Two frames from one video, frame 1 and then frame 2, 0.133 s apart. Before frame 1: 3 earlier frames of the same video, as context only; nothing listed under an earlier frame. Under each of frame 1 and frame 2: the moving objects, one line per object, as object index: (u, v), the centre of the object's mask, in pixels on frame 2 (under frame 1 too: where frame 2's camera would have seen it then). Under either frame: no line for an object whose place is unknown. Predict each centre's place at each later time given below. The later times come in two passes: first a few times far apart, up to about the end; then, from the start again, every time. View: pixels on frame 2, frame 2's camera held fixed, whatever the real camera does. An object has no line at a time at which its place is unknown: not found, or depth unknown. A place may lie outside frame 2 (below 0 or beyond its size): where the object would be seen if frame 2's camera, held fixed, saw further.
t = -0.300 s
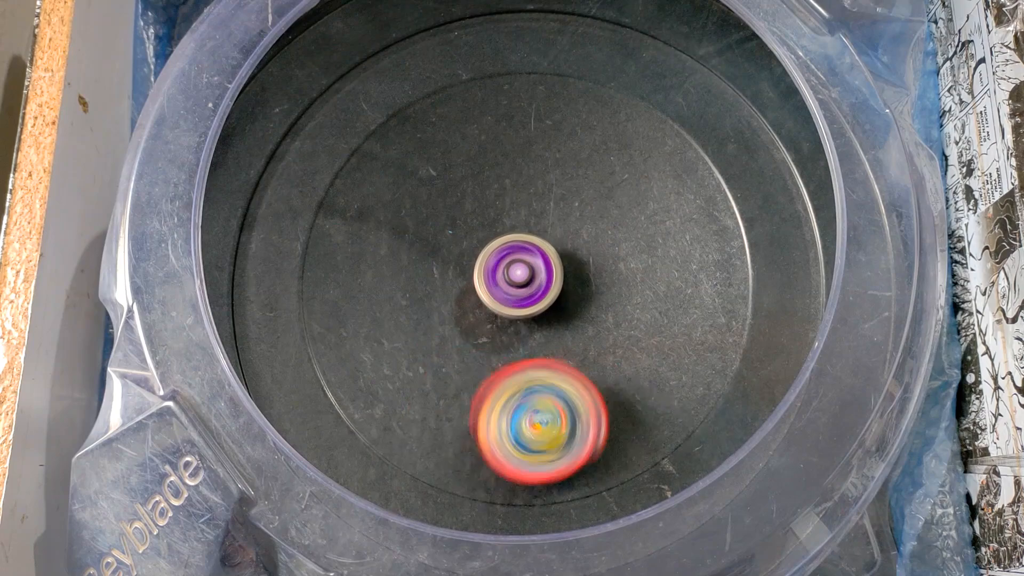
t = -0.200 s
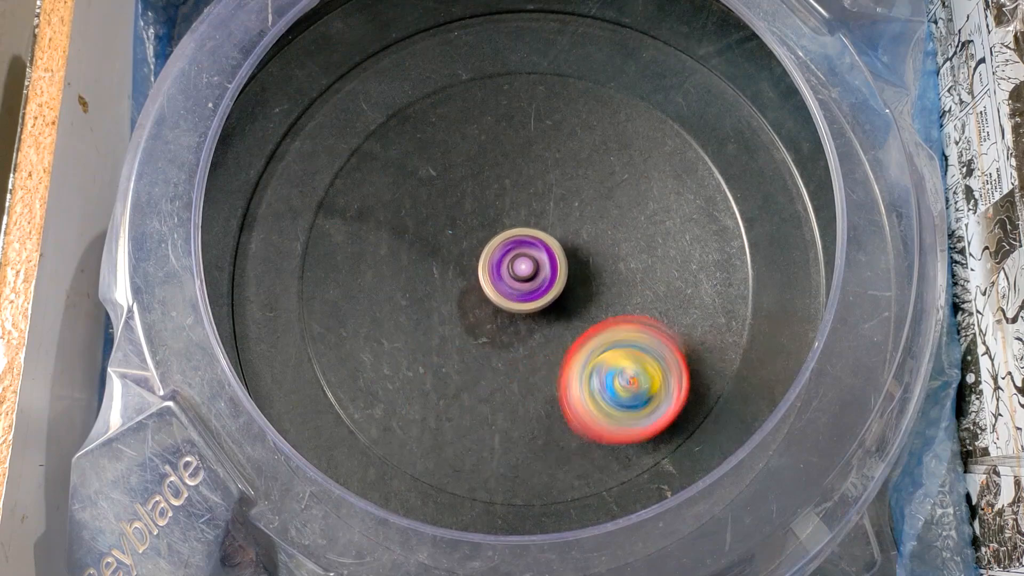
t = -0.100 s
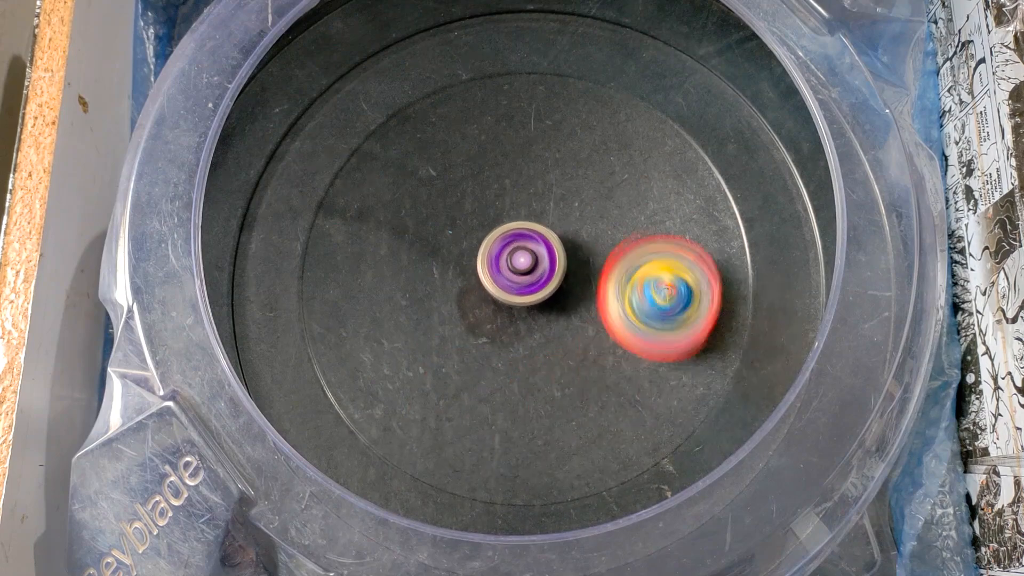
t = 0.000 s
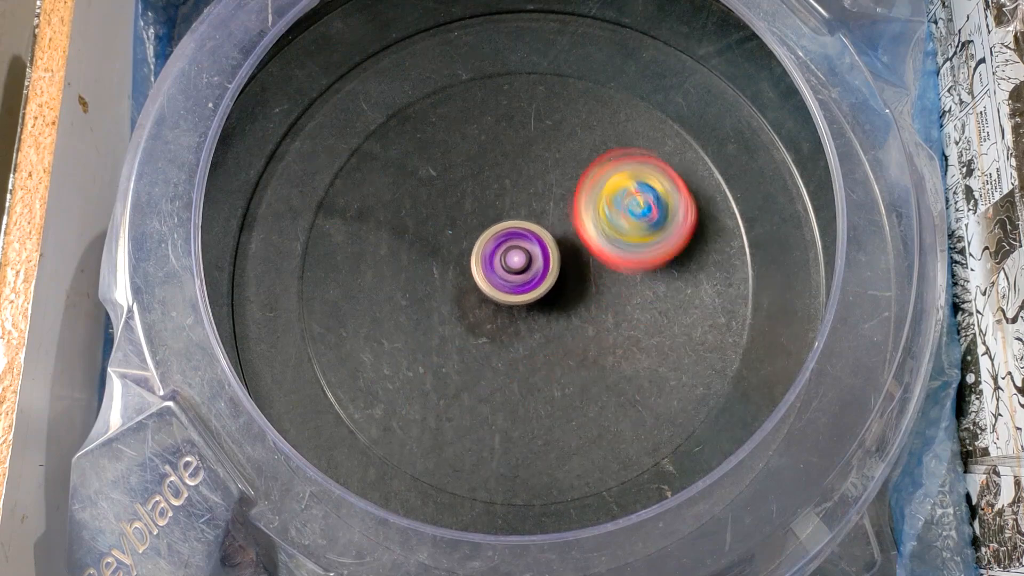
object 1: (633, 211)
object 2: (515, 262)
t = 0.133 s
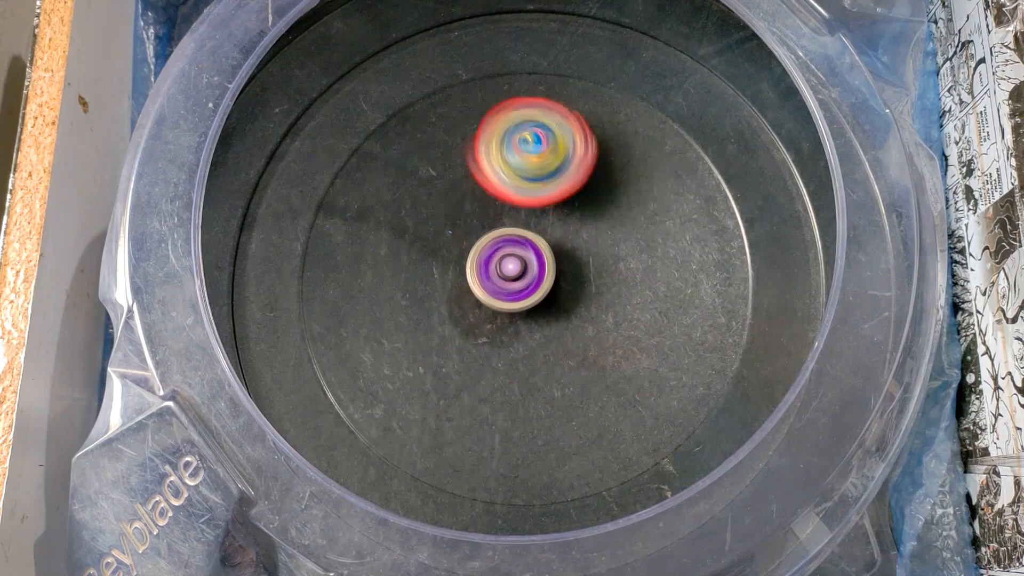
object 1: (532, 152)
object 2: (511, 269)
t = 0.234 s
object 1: (446, 164)
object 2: (515, 275)
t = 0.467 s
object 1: (378, 329)
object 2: (529, 275)
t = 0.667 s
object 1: (527, 403)
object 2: (529, 269)
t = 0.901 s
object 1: (637, 245)
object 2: (517, 272)
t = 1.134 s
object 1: (493, 139)
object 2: (519, 287)
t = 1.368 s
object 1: (387, 272)
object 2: (527, 286)
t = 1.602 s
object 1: (530, 387)
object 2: (520, 278)
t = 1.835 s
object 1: (651, 254)
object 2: (509, 286)
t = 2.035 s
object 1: (543, 153)
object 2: (516, 290)
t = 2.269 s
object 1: (406, 257)
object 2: (519, 279)
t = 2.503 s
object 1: (501, 397)
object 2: (508, 272)
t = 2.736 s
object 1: (639, 296)
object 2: (505, 280)
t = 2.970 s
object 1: (525, 171)
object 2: (518, 280)
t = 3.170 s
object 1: (401, 242)
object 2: (521, 265)
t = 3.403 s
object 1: (472, 380)
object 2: (508, 271)
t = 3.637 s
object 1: (618, 293)
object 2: (520, 280)
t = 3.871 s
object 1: (553, 151)
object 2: (527, 272)
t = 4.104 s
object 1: (424, 229)
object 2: (521, 264)
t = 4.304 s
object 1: (439, 361)
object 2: (535, 279)
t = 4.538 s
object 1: (593, 358)
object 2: (526, 274)
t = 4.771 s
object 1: (591, 206)
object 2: (505, 283)
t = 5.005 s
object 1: (446, 196)
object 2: (515, 297)
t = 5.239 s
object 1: (433, 336)
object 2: (538, 278)
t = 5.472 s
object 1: (541, 398)
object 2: (561, 239)
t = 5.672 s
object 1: (596, 293)
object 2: (522, 222)
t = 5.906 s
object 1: (574, 229)
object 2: (431, 209)
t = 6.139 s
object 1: (524, 279)
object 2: (413, 259)
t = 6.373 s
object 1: (573, 315)
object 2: (447, 309)
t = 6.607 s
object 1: (632, 260)
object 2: (348, 298)
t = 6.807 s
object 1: (611, 224)
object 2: (355, 327)
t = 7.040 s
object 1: (527, 246)
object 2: (411, 349)
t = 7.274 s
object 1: (504, 210)
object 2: (435, 410)
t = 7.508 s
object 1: (492, 205)
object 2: (512, 420)
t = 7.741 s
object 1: (505, 247)
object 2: (585, 372)
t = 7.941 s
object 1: (501, 289)
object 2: (613, 301)
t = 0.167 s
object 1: (502, 151)
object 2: (512, 272)
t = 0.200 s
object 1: (473, 155)
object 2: (513, 274)
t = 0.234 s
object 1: (446, 164)
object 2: (515, 275)
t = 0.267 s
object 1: (421, 178)
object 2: (517, 277)
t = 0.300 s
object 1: (400, 198)
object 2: (519, 278)
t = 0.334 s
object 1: (384, 221)
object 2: (521, 278)
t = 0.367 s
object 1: (373, 246)
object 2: (523, 278)
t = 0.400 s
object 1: (368, 274)
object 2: (525, 277)
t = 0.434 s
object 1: (370, 302)
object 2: (527, 276)
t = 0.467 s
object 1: (378, 329)
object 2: (529, 275)
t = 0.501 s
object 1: (392, 354)
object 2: (530, 274)
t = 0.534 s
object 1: (412, 375)
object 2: (530, 273)
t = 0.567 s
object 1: (437, 391)
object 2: (531, 271)
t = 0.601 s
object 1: (466, 400)
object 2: (531, 270)
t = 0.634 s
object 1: (496, 405)
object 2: (530, 269)
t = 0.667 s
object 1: (527, 403)
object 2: (529, 269)
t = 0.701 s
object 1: (557, 392)
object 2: (528, 268)
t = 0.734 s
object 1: (584, 377)
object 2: (526, 268)
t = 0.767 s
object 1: (608, 357)
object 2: (524, 268)
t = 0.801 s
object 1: (625, 332)
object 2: (522, 268)
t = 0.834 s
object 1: (635, 303)
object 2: (519, 269)
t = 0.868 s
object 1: (639, 274)
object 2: (518, 270)
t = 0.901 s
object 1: (637, 245)
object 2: (517, 272)
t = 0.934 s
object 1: (629, 217)
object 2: (517, 275)
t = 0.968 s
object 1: (615, 192)
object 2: (517, 277)
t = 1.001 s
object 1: (596, 171)
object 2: (517, 280)
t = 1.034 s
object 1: (573, 155)
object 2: (517, 282)
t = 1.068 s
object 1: (547, 144)
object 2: (517, 283)
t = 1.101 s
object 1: (520, 138)
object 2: (518, 285)
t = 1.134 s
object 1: (493, 139)
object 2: (519, 287)
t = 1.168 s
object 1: (466, 145)
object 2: (520, 288)
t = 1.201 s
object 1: (440, 156)
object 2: (522, 288)
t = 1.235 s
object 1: (419, 173)
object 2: (523, 289)
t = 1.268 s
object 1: (403, 194)
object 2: (525, 289)
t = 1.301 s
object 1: (392, 219)
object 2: (526, 288)
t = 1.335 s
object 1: (387, 245)
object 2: (527, 287)
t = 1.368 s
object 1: (387, 272)
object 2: (527, 286)
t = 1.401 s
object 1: (393, 299)
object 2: (528, 285)
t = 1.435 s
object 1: (405, 324)
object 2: (527, 283)
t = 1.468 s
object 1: (422, 347)
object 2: (527, 282)
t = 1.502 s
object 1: (444, 365)
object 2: (525, 280)
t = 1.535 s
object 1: (471, 379)
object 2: (524, 279)
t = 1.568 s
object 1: (500, 386)
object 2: (522, 278)
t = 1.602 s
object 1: (530, 387)
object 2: (520, 278)
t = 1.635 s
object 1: (558, 382)
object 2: (518, 278)
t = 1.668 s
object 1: (587, 371)
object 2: (516, 278)
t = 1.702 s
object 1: (611, 354)
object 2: (514, 279)
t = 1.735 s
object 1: (630, 334)
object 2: (512, 281)
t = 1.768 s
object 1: (644, 308)
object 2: (510, 282)
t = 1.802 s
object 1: (651, 281)
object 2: (509, 284)
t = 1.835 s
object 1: (651, 254)
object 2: (509, 286)
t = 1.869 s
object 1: (645, 227)
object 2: (509, 287)
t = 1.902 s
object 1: (633, 203)
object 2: (510, 289)
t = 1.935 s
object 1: (616, 183)
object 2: (511, 290)
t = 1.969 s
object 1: (594, 167)
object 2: (513, 290)
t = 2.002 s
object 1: (569, 157)
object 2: (514, 291)
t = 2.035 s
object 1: (543, 153)
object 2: (516, 290)
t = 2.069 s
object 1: (515, 154)
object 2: (517, 290)
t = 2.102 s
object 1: (489, 160)
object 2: (519, 289)
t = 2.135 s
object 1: (464, 172)
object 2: (519, 287)
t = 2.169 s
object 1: (442, 188)
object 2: (520, 284)
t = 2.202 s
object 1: (426, 208)
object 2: (520, 282)
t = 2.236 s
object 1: (413, 231)
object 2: (520, 281)
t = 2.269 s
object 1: (406, 257)
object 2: (519, 279)
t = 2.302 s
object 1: (404, 283)
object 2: (518, 276)
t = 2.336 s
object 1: (407, 309)
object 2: (517, 275)
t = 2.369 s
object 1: (416, 334)
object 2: (515, 273)
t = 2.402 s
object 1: (431, 357)
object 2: (513, 273)
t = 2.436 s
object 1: (450, 375)
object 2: (512, 272)
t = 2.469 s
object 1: (474, 388)
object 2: (510, 272)
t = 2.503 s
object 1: (501, 397)
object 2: (508, 272)
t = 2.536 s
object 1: (528, 399)
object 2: (507, 273)
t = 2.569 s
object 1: (555, 395)
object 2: (506, 274)
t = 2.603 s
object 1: (582, 384)
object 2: (505, 275)
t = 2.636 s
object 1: (605, 369)
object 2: (504, 276)
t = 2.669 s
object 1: (623, 347)
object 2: (504, 277)
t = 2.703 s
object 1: (633, 322)
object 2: (505, 279)
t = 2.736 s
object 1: (639, 296)
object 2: (505, 280)
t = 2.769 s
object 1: (637, 269)
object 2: (506, 281)
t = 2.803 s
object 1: (630, 243)
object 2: (508, 281)
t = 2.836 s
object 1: (617, 220)
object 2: (509, 282)
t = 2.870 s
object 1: (598, 201)
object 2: (511, 282)
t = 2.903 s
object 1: (576, 185)
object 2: (513, 282)
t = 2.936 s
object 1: (551, 176)
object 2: (516, 281)
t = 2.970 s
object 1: (525, 171)
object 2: (518, 280)
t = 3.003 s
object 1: (499, 172)
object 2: (520, 278)
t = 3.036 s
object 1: (473, 177)
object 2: (521, 276)
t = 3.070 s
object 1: (449, 186)
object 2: (522, 273)
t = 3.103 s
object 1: (429, 201)
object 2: (523, 270)
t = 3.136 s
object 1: (413, 220)
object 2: (523, 267)
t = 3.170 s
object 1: (401, 242)
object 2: (521, 265)
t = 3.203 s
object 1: (394, 265)
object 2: (519, 263)
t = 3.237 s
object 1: (394, 289)
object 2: (516, 262)
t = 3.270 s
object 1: (398, 314)
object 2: (513, 263)
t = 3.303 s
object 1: (409, 336)
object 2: (511, 264)
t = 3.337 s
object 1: (425, 357)
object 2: (509, 266)
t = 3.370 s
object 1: (447, 370)
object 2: (509, 269)
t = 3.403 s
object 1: (472, 380)
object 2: (508, 271)
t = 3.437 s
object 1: (498, 383)
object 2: (509, 274)
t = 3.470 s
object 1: (526, 382)
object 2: (510, 276)
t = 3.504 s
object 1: (552, 373)
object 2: (512, 278)
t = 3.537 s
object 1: (577, 359)
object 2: (514, 279)
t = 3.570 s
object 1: (595, 341)
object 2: (516, 280)
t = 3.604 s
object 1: (610, 318)
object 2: (517, 280)
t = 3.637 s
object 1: (618, 293)
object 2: (520, 280)
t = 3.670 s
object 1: (622, 268)
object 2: (522, 280)
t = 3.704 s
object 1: (621, 243)
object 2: (522, 279)
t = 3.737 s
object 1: (617, 218)
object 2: (522, 277)
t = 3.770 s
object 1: (607, 196)
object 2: (524, 276)
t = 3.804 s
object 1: (593, 176)
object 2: (526, 275)
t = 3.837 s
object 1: (574, 162)
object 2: (527, 274)
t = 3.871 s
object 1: (553, 151)
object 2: (527, 272)
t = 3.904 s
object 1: (529, 147)
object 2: (528, 270)
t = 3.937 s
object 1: (505, 148)
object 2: (527, 268)
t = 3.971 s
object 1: (482, 156)
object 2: (527, 267)
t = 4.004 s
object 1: (461, 169)
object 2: (526, 265)
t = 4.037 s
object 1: (444, 185)
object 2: (524, 265)
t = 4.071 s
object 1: (432, 206)
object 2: (523, 264)
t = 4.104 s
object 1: (424, 229)
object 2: (521, 264)
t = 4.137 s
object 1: (420, 251)
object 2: (521, 266)
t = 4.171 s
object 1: (414, 275)
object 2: (527, 271)
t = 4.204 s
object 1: (411, 298)
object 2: (531, 274)
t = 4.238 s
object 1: (415, 320)
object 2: (533, 278)
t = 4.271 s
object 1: (426, 341)
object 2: (534, 279)
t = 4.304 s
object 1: (439, 361)
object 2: (535, 279)
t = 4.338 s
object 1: (456, 376)
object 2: (535, 279)
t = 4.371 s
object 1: (478, 386)
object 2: (534, 278)
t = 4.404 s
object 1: (503, 393)
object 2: (533, 277)
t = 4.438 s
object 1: (527, 393)
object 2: (532, 276)
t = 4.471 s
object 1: (549, 386)
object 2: (530, 275)
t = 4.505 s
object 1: (573, 374)
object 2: (529, 275)
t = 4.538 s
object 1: (593, 358)
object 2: (526, 274)
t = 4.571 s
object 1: (605, 339)
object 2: (523, 274)
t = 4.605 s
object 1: (613, 315)
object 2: (520, 274)
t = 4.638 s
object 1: (618, 292)
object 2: (518, 275)
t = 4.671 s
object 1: (617, 269)
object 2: (514, 276)
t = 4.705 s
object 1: (613, 245)
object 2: (510, 278)
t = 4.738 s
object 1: (604, 224)
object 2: (507, 280)
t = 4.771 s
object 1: (591, 206)
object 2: (505, 283)
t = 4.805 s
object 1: (573, 190)
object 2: (505, 286)
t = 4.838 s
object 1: (553, 179)
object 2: (505, 289)
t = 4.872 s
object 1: (531, 173)
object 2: (506, 292)
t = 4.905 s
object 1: (509, 173)
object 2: (508, 295)
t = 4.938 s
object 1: (486, 176)
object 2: (510, 296)
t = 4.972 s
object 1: (464, 183)
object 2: (512, 297)
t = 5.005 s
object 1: (446, 196)
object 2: (515, 297)
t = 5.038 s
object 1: (433, 212)
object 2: (517, 297)
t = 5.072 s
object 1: (422, 231)
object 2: (520, 296)
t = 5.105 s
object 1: (417, 253)
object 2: (522, 294)
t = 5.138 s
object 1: (416, 275)
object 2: (523, 292)
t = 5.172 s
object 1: (421, 296)
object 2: (525, 289)
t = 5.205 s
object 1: (430, 317)
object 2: (526, 285)
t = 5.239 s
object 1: (433, 336)
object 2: (538, 278)
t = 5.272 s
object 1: (437, 354)
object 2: (555, 269)
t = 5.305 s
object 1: (446, 372)
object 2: (567, 263)
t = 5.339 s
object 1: (461, 386)
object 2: (572, 258)
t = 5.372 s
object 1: (478, 397)
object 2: (572, 252)
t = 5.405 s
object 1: (498, 404)
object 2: (569, 247)
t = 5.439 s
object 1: (520, 405)
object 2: (565, 243)
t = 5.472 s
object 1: (541, 398)
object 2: (561, 239)
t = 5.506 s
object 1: (559, 387)
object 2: (556, 235)
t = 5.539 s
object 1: (575, 371)
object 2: (551, 232)
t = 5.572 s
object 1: (586, 352)
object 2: (545, 230)
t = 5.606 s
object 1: (592, 332)
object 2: (539, 229)
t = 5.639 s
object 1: (595, 310)
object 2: (533, 228)
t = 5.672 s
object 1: (596, 293)
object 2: (522, 222)
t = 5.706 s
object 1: (597, 279)
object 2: (508, 215)
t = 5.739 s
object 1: (593, 262)
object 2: (497, 212)
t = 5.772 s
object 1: (585, 246)
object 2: (488, 212)
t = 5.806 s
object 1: (584, 241)
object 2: (468, 207)
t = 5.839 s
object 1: (583, 235)
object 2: (449, 204)
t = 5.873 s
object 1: (579, 232)
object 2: (438, 204)
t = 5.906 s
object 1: (574, 229)
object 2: (431, 209)
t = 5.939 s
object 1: (567, 227)
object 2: (425, 215)
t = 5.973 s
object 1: (560, 230)
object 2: (420, 222)
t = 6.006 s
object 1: (550, 235)
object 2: (417, 229)
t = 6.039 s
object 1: (542, 243)
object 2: (415, 236)
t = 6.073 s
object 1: (533, 254)
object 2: (413, 243)
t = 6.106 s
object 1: (527, 266)
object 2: (413, 251)
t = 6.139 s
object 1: (524, 279)
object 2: (413, 259)
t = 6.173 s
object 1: (524, 293)
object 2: (415, 267)
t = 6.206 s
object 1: (529, 304)
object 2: (418, 275)
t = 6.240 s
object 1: (534, 315)
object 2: (421, 282)
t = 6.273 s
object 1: (544, 322)
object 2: (426, 290)
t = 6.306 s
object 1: (555, 325)
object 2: (432, 297)
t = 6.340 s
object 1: (566, 323)
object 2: (439, 303)
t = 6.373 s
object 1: (573, 315)
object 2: (447, 309)
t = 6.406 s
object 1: (577, 305)
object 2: (456, 314)
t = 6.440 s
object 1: (574, 292)
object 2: (466, 318)
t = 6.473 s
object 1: (583, 286)
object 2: (453, 318)
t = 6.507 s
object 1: (602, 279)
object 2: (412, 312)
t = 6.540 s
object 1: (618, 274)
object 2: (379, 305)
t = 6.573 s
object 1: (625, 269)
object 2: (359, 300)
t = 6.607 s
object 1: (632, 260)
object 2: (348, 298)
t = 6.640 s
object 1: (638, 253)
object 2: (346, 300)
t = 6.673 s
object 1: (641, 243)
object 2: (346, 305)
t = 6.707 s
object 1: (641, 234)
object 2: (347, 312)
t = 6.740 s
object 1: (634, 228)
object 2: (349, 317)
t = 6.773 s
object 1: (622, 224)
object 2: (352, 323)
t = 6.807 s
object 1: (611, 224)
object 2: (355, 327)
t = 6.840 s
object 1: (598, 226)
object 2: (361, 332)
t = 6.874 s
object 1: (585, 228)
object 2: (367, 336)
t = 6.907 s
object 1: (574, 231)
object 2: (374, 340)
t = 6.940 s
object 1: (561, 235)
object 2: (382, 343)
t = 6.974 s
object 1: (550, 238)
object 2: (391, 346)
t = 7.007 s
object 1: (539, 243)
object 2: (401, 347)
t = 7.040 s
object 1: (527, 246)
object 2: (411, 349)
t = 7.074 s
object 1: (516, 249)
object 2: (423, 349)
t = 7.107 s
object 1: (505, 252)
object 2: (434, 349)
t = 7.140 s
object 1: (494, 255)
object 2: (446, 349)
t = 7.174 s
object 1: (491, 248)
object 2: (449, 358)
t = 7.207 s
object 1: (499, 233)
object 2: (438, 383)
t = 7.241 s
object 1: (500, 217)
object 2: (433, 400)
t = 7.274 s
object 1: (504, 210)
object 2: (435, 410)
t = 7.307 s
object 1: (503, 208)
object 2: (443, 414)
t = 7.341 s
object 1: (500, 207)
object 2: (454, 417)
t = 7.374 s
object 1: (495, 204)
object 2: (465, 420)
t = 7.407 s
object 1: (494, 199)
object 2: (477, 422)
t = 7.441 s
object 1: (495, 202)
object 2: (488, 422)
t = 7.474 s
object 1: (492, 204)
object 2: (501, 422)
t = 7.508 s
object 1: (492, 205)
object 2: (512, 420)
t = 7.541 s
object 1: (497, 210)
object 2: (523, 417)
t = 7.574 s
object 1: (499, 218)
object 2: (534, 412)
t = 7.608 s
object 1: (500, 224)
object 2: (545, 407)
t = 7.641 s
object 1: (501, 229)
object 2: (556, 400)
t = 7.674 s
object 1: (503, 235)
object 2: (566, 392)
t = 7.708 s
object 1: (504, 241)
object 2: (576, 383)
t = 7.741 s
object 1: (505, 247)
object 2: (585, 372)
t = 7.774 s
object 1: (504, 255)
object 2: (593, 362)
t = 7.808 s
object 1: (505, 261)
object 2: (599, 350)
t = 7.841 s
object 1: (504, 269)
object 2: (604, 338)
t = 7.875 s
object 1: (503, 276)
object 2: (608, 325)
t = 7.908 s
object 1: (503, 283)
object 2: (611, 313)
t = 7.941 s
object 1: (501, 289)
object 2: (613, 301)
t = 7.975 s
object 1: (500, 295)
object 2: (614, 288)
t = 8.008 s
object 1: (500, 299)
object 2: (614, 276)
